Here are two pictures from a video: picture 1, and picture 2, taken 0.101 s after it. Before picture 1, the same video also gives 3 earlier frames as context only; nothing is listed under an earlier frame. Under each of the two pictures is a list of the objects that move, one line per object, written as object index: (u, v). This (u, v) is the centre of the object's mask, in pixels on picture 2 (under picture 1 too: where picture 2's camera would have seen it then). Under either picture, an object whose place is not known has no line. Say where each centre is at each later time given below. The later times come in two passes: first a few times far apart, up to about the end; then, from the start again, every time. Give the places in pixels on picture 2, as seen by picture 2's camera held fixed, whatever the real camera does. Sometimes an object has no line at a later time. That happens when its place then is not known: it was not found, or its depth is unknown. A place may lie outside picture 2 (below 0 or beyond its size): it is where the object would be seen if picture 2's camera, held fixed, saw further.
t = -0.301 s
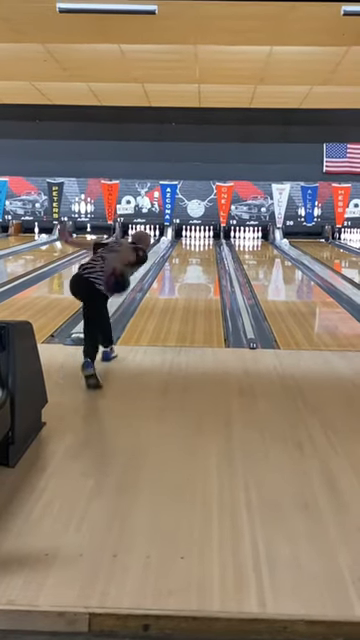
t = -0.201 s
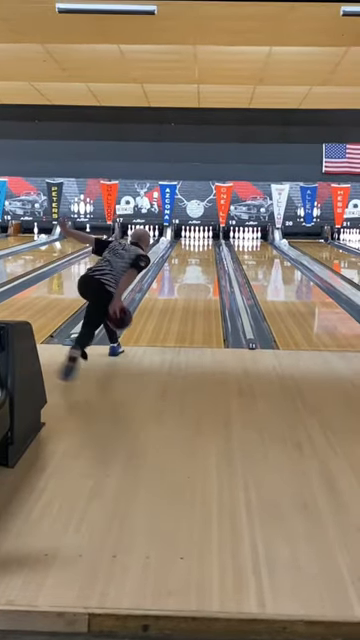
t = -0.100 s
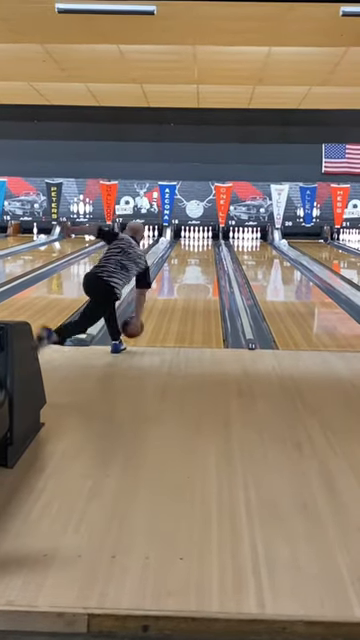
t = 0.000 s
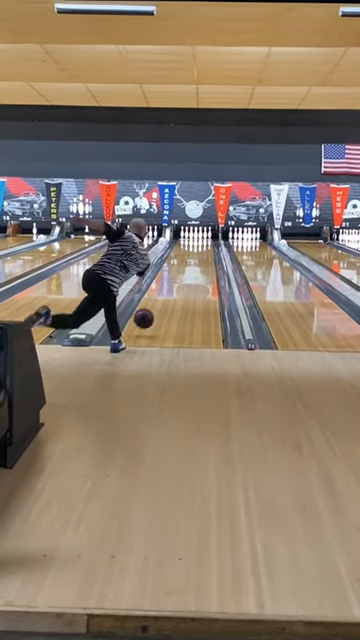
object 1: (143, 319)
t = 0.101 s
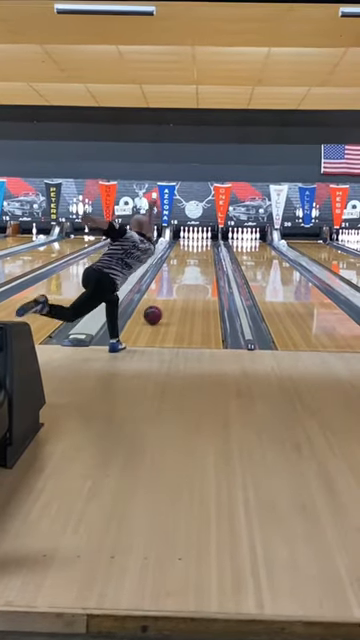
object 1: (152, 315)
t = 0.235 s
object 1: (162, 303)
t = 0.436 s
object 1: (174, 288)
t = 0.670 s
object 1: (185, 274)
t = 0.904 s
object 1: (192, 265)
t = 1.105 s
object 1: (196, 258)
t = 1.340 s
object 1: (200, 253)
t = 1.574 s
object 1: (204, 247)
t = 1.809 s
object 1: (204, 243)
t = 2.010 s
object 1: (203, 241)
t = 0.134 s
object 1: (155, 311)
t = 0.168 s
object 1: (158, 308)
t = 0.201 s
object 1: (160, 305)
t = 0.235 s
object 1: (162, 303)
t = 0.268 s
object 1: (164, 300)
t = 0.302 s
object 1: (166, 297)
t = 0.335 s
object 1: (168, 294)
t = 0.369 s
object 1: (170, 292)
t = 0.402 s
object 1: (172, 290)
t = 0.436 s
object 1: (174, 288)
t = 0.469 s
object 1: (175, 286)
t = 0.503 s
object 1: (177, 284)
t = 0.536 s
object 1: (178, 282)
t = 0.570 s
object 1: (179, 280)
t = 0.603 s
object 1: (181, 279)
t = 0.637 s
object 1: (182, 277)
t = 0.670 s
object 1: (185, 274)
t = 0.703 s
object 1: (186, 273)
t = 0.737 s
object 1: (187, 271)
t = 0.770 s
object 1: (188, 270)
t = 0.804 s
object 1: (189, 268)
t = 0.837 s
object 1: (190, 267)
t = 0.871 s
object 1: (191, 266)
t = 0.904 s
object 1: (192, 265)
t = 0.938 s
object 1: (193, 264)
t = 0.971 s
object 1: (193, 263)
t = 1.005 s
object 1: (194, 262)
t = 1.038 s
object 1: (195, 260)
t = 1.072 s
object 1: (195, 259)
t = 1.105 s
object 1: (196, 258)
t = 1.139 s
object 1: (197, 257)
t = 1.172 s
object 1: (198, 257)
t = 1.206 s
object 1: (198, 256)
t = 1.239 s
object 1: (199, 255)
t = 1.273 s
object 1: (199, 254)
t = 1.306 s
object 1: (200, 254)
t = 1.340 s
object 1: (200, 253)
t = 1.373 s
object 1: (201, 252)
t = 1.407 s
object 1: (201, 251)
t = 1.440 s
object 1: (202, 250)
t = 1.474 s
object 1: (202, 250)
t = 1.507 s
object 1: (203, 249)
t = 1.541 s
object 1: (203, 248)
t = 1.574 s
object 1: (204, 247)
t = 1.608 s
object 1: (204, 247)
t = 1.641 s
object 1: (204, 246)
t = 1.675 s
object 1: (204, 246)
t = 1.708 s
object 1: (204, 245)
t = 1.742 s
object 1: (205, 245)
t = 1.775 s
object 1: (204, 244)
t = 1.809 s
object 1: (204, 243)
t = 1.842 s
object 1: (204, 243)
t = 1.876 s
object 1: (204, 243)
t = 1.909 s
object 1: (204, 242)
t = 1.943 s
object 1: (204, 242)
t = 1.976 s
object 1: (204, 241)
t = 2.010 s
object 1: (203, 241)
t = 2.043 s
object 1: (203, 241)
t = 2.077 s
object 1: (203, 241)
